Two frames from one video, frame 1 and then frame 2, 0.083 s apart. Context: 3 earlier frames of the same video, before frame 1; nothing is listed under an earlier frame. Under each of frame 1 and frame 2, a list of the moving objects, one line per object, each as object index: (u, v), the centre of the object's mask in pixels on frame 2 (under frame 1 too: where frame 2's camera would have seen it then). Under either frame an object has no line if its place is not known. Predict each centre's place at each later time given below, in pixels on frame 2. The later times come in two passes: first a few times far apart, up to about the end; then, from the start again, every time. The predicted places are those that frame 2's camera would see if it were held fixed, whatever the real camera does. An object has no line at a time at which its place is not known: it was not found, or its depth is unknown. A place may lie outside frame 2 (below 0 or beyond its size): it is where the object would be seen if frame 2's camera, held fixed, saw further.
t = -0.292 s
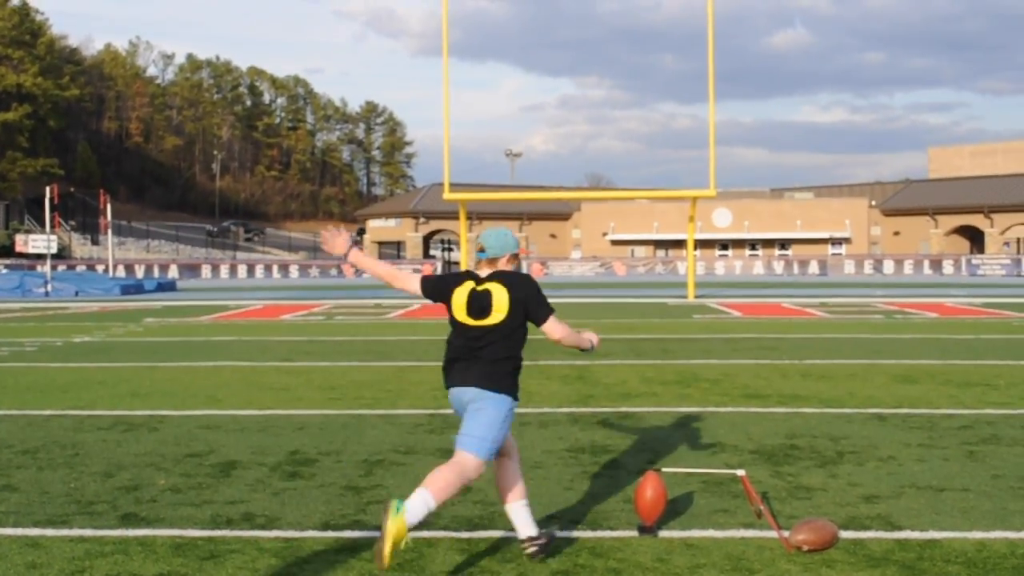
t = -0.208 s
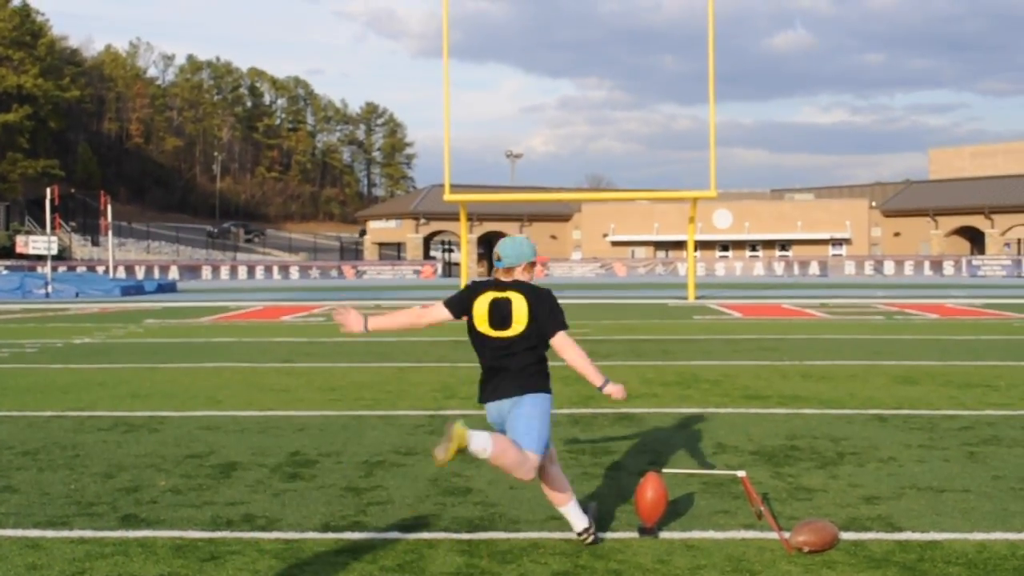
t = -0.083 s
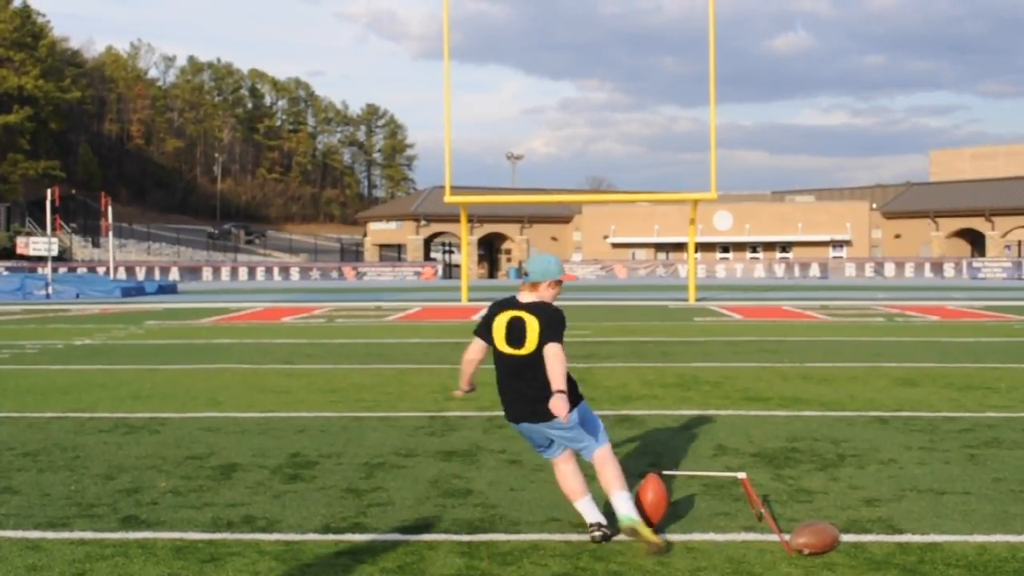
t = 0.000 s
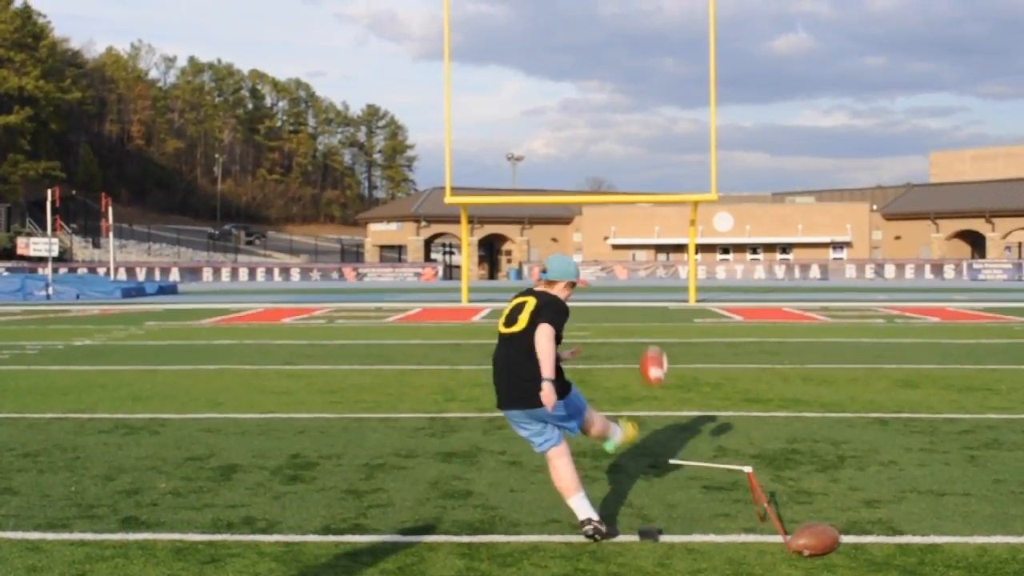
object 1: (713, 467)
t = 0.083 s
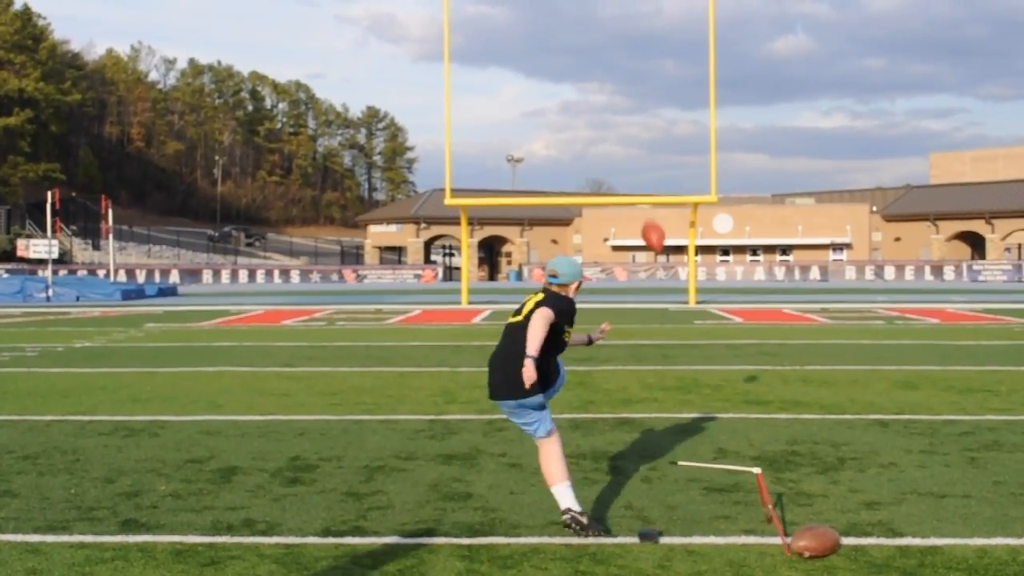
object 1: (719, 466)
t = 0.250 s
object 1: (725, 483)
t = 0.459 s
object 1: (708, 506)
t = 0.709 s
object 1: (706, 508)
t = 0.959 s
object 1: (706, 508)
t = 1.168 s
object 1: (706, 508)
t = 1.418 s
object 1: (706, 508)
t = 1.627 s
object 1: (707, 508)
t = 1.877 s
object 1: (707, 508)
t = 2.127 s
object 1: (707, 508)
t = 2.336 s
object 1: (707, 508)
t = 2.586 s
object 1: (706, 508)
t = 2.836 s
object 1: (706, 509)
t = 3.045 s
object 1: (705, 509)
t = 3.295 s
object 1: (706, 509)
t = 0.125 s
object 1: (722, 470)
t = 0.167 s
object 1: (726, 473)
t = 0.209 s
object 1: (727, 478)
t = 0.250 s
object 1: (725, 483)
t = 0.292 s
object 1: (721, 491)
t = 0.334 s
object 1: (717, 501)
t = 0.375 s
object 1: (714, 504)
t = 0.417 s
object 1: (710, 504)
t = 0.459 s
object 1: (708, 506)
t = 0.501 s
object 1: (707, 507)
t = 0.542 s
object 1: (707, 507)
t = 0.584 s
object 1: (707, 507)
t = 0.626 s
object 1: (707, 507)
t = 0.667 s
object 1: (706, 508)
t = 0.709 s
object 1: (706, 508)
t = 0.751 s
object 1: (706, 508)
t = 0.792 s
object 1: (706, 508)
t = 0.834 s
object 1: (706, 508)
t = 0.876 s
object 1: (706, 508)
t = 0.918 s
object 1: (706, 508)
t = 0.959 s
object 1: (706, 508)
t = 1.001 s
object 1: (706, 508)
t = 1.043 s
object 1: (707, 507)
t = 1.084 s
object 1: (707, 507)
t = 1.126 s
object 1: (706, 508)
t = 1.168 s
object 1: (706, 508)
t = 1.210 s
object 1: (706, 508)
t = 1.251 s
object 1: (706, 508)
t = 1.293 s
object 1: (706, 508)
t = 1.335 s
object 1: (706, 508)
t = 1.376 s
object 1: (707, 508)
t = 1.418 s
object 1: (706, 508)
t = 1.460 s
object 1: (706, 508)
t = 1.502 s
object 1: (706, 508)
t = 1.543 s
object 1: (706, 508)
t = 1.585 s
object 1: (706, 508)
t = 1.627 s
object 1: (707, 508)
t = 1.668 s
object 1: (707, 508)
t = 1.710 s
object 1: (707, 508)
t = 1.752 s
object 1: (707, 508)
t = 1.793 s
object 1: (707, 508)
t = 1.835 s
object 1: (707, 508)
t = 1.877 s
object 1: (707, 508)
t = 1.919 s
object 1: (706, 508)
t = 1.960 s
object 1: (707, 508)
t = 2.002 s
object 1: (706, 508)
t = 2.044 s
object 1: (707, 508)
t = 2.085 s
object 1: (707, 508)
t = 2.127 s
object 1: (707, 508)
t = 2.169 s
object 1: (706, 508)
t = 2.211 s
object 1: (706, 508)
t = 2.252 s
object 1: (706, 508)
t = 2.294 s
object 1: (706, 508)
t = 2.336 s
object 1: (707, 508)
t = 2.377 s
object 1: (706, 509)
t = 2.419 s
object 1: (706, 509)
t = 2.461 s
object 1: (706, 508)
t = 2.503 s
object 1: (706, 508)
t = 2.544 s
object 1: (705, 509)
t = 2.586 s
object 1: (706, 508)
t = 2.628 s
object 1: (705, 509)
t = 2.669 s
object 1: (706, 508)
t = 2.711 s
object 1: (706, 508)
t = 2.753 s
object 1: (706, 508)
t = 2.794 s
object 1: (706, 509)
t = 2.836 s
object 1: (706, 509)
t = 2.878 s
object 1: (706, 509)
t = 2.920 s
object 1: (706, 509)
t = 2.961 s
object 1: (705, 509)
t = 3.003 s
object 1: (706, 508)
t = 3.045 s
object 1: (705, 509)
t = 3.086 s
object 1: (706, 508)
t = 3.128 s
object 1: (706, 509)
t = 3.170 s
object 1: (706, 509)
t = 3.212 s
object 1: (706, 509)
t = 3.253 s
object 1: (706, 509)
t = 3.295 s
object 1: (706, 509)
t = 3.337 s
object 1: (706, 508)
